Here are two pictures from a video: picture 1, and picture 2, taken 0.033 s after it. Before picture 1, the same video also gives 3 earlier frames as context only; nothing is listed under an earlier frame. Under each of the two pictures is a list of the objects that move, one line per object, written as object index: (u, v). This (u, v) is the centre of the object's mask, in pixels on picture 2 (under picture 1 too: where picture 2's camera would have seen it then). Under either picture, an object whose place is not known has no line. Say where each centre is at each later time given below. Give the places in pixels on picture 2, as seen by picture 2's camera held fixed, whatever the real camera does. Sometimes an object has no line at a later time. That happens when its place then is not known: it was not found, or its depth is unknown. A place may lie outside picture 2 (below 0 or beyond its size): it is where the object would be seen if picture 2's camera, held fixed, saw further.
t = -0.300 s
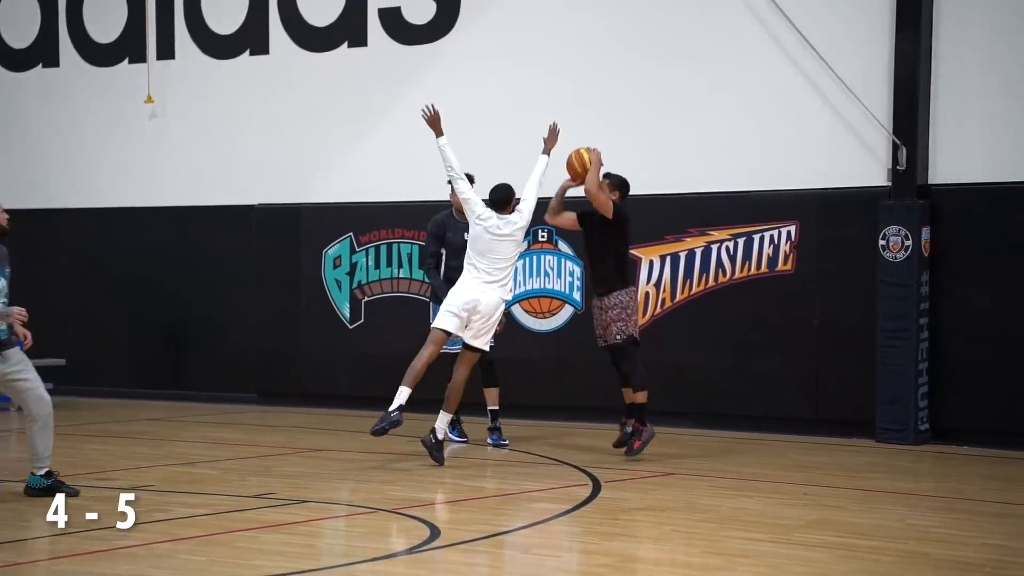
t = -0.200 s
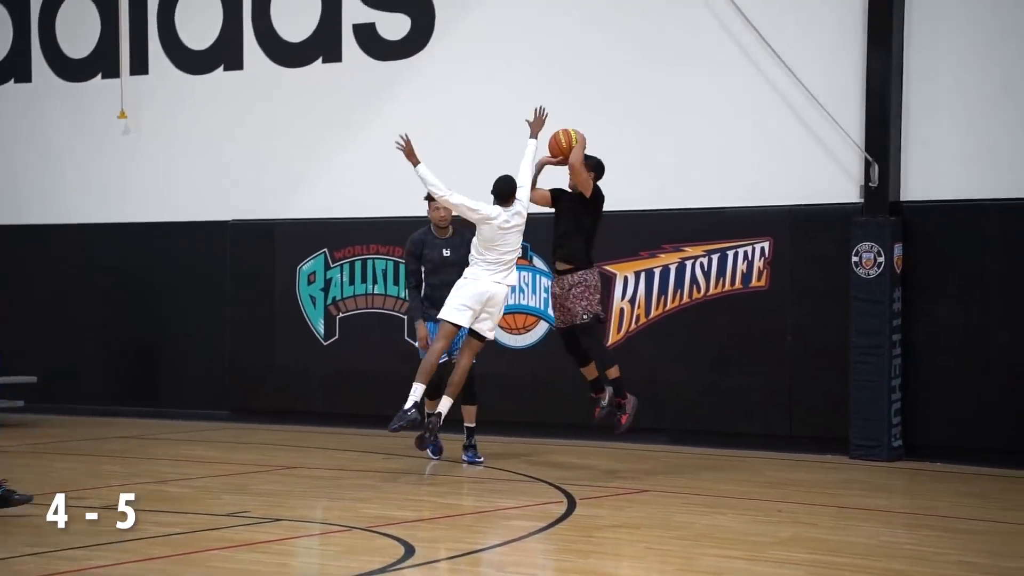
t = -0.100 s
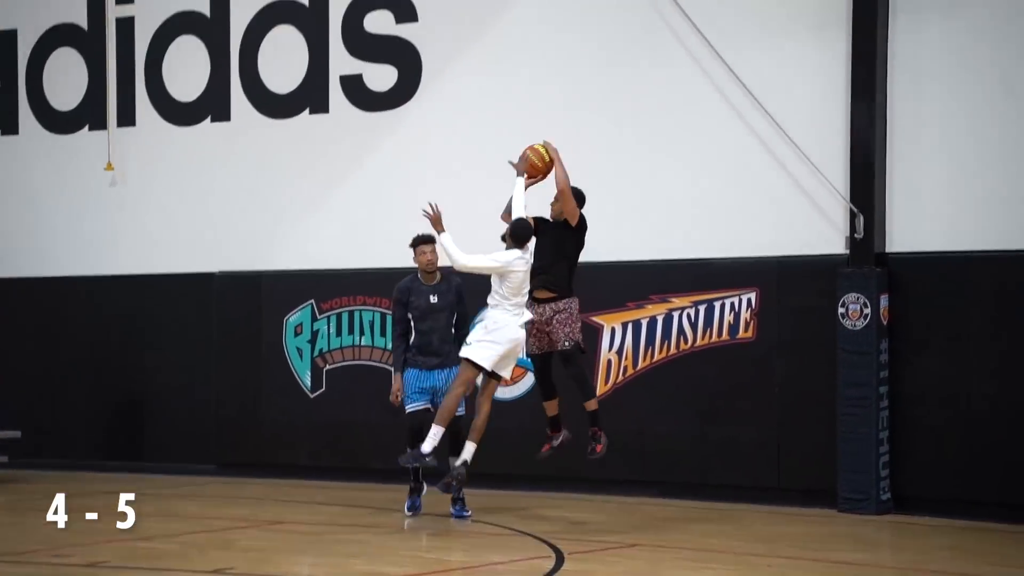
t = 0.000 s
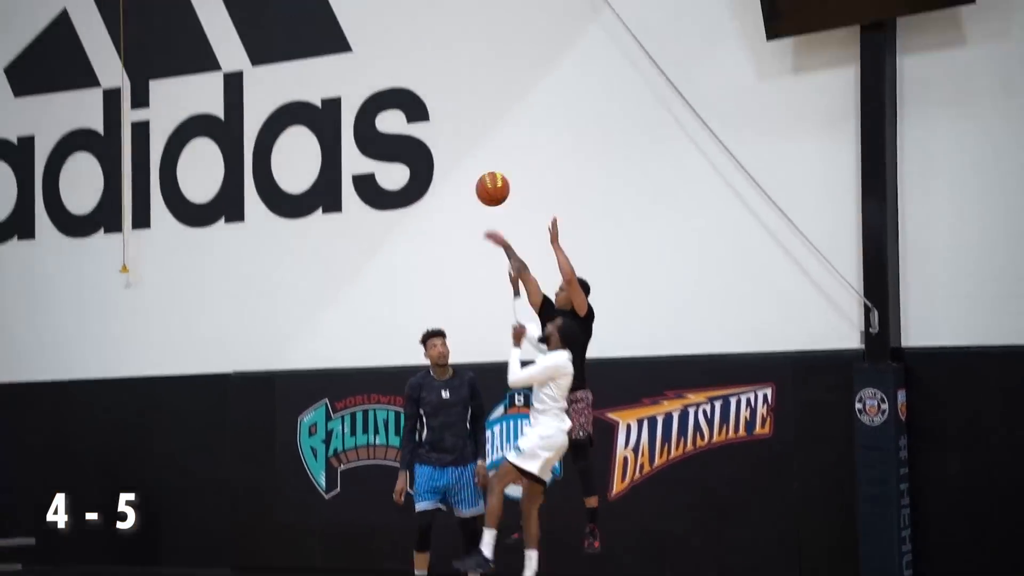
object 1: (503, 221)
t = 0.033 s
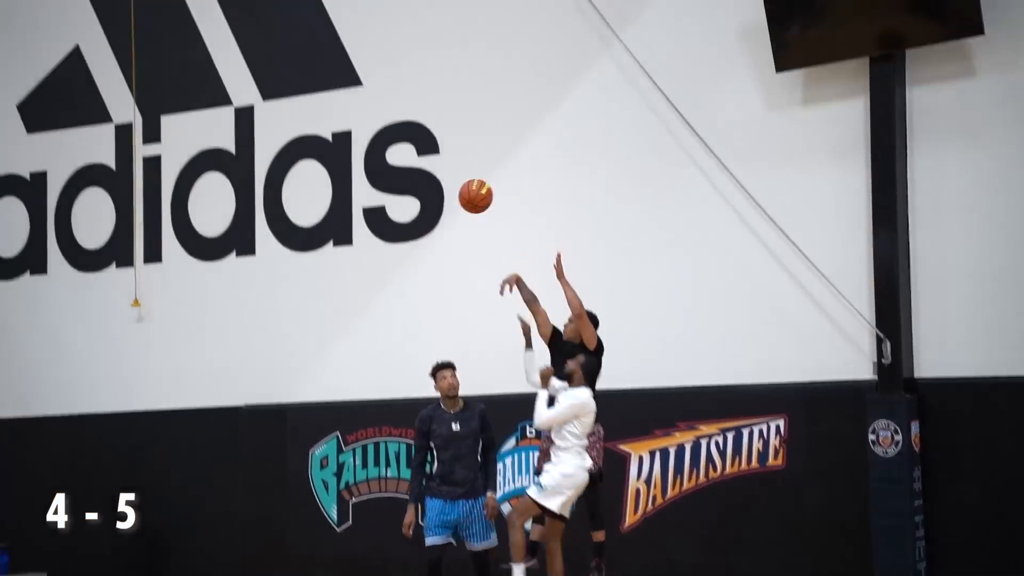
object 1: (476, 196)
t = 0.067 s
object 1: (448, 173)
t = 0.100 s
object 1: (420, 151)
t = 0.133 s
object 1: (392, 130)
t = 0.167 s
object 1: (363, 111)
